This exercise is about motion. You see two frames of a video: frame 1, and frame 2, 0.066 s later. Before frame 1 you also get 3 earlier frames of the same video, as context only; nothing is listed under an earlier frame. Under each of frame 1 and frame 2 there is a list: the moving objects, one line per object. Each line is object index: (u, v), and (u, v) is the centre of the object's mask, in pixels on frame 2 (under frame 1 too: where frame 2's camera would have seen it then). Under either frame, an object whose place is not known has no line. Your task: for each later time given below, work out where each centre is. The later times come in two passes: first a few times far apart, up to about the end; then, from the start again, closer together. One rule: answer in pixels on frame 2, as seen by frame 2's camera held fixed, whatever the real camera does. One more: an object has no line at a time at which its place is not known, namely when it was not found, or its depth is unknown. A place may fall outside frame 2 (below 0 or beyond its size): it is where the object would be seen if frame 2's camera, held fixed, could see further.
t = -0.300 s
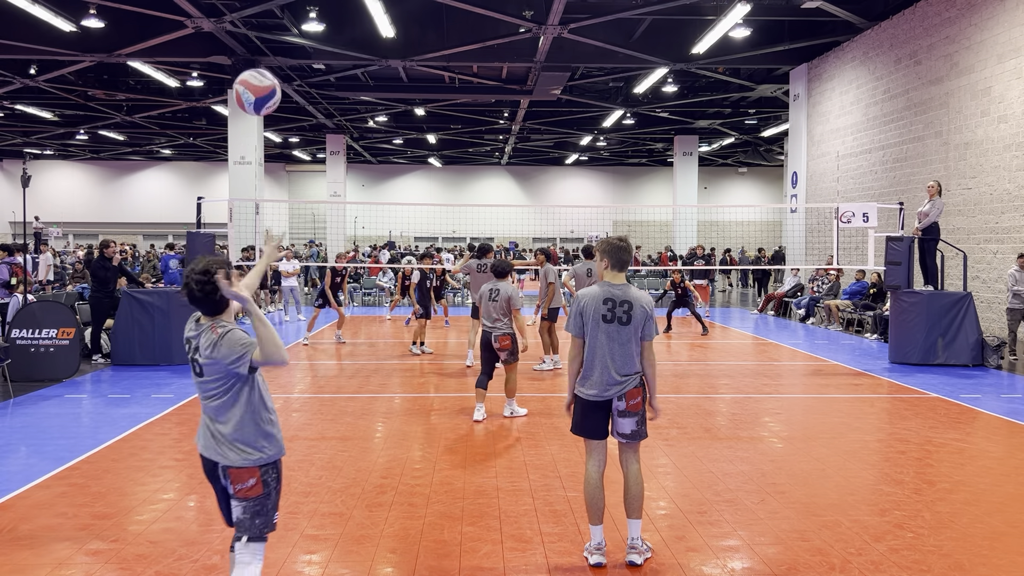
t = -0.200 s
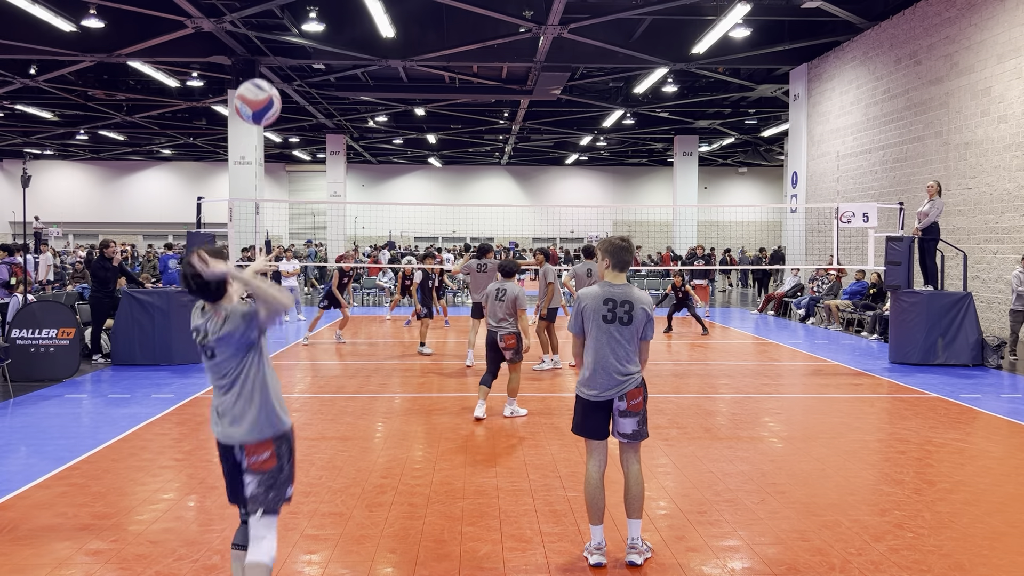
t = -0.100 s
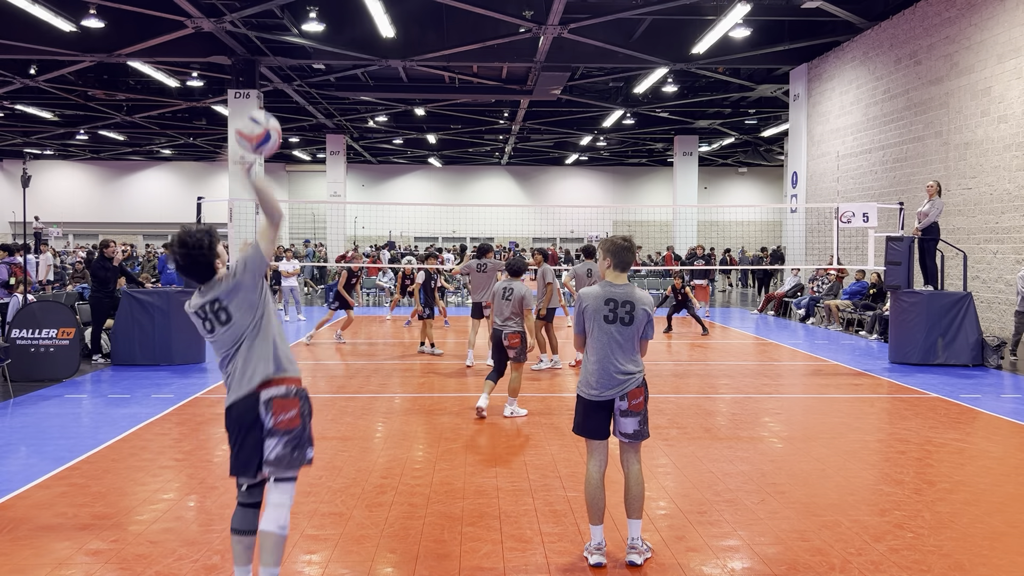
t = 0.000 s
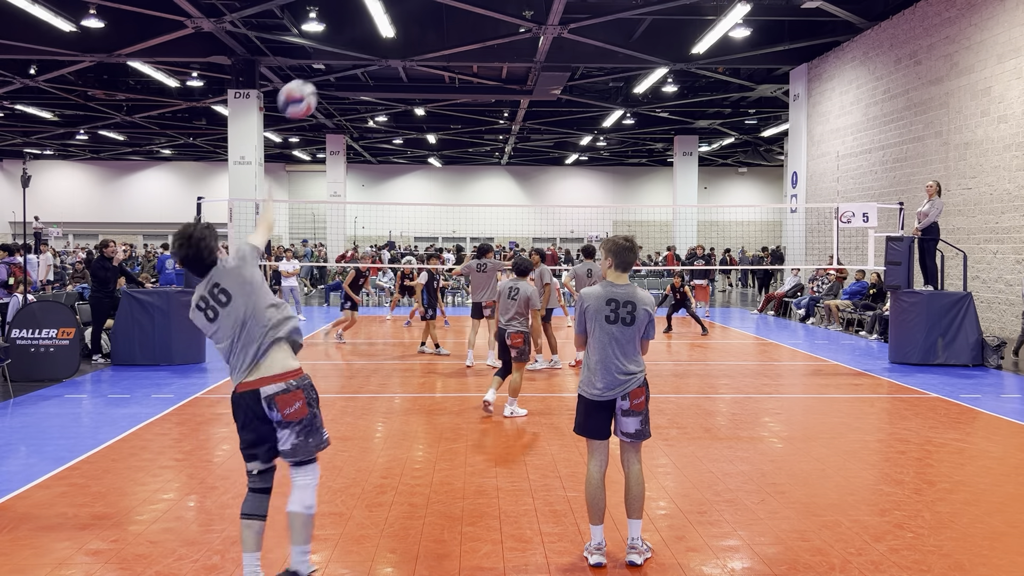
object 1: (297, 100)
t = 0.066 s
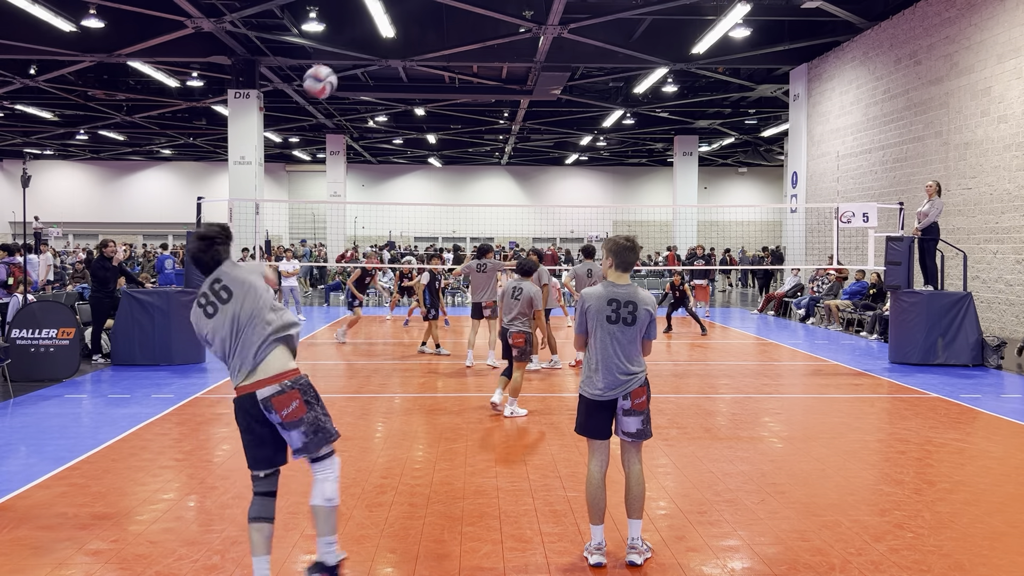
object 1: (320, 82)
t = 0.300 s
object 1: (366, 74)
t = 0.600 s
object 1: (401, 120)
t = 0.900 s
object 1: (422, 185)
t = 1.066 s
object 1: (429, 224)
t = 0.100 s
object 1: (329, 77)
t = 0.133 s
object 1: (337, 73)
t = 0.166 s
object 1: (344, 71)
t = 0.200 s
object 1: (350, 70)
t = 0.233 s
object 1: (356, 70)
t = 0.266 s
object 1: (361, 71)
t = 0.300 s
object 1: (366, 74)
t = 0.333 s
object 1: (370, 77)
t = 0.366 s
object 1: (375, 80)
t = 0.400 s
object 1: (379, 85)
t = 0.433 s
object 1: (383, 90)
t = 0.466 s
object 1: (387, 95)
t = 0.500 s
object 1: (390, 101)
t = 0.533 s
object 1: (394, 107)
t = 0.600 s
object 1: (401, 120)
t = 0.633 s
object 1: (404, 127)
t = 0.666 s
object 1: (407, 134)
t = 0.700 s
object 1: (410, 141)
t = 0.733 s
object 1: (412, 148)
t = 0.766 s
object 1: (414, 155)
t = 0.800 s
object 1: (416, 163)
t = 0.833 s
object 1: (418, 169)
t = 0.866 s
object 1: (420, 178)
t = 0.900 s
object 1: (422, 185)
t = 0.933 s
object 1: (423, 193)
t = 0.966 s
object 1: (425, 200)
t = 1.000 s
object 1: (427, 209)
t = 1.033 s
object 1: (428, 217)
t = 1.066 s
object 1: (429, 224)
